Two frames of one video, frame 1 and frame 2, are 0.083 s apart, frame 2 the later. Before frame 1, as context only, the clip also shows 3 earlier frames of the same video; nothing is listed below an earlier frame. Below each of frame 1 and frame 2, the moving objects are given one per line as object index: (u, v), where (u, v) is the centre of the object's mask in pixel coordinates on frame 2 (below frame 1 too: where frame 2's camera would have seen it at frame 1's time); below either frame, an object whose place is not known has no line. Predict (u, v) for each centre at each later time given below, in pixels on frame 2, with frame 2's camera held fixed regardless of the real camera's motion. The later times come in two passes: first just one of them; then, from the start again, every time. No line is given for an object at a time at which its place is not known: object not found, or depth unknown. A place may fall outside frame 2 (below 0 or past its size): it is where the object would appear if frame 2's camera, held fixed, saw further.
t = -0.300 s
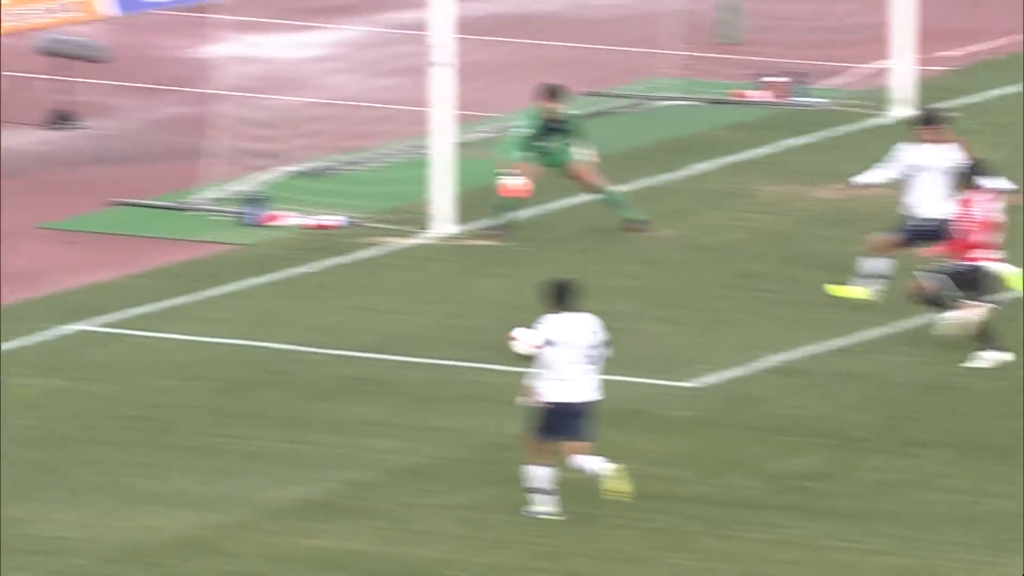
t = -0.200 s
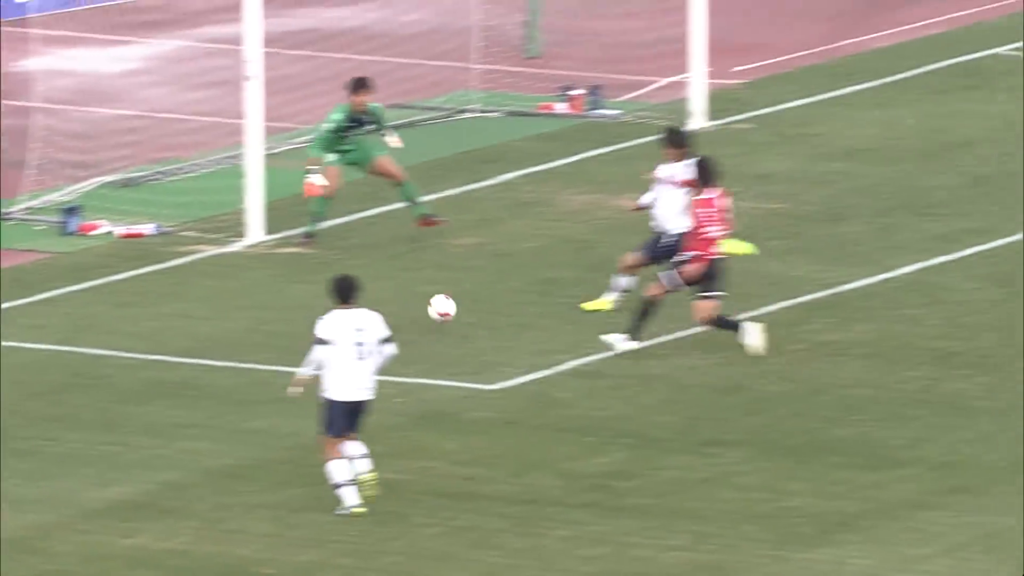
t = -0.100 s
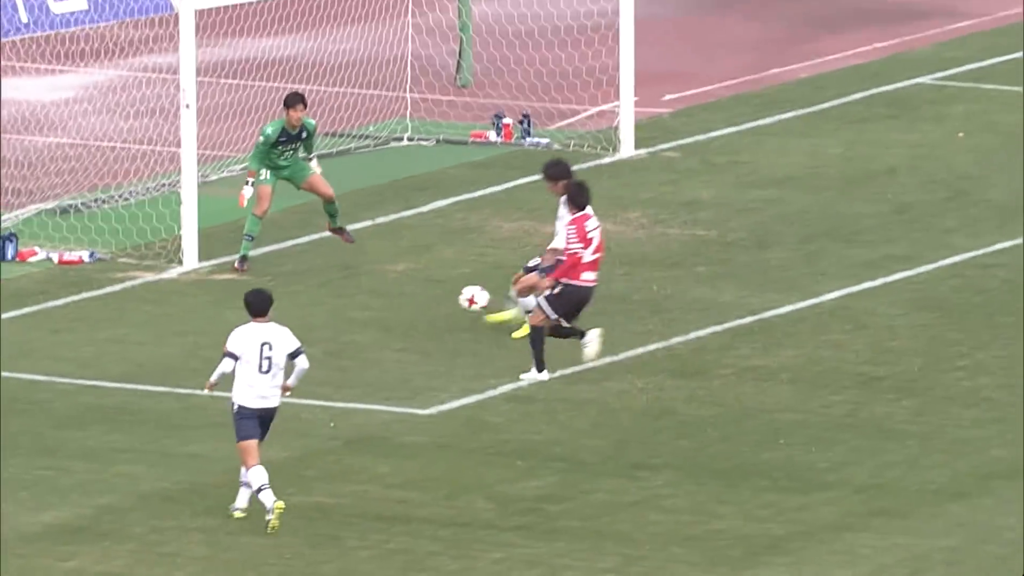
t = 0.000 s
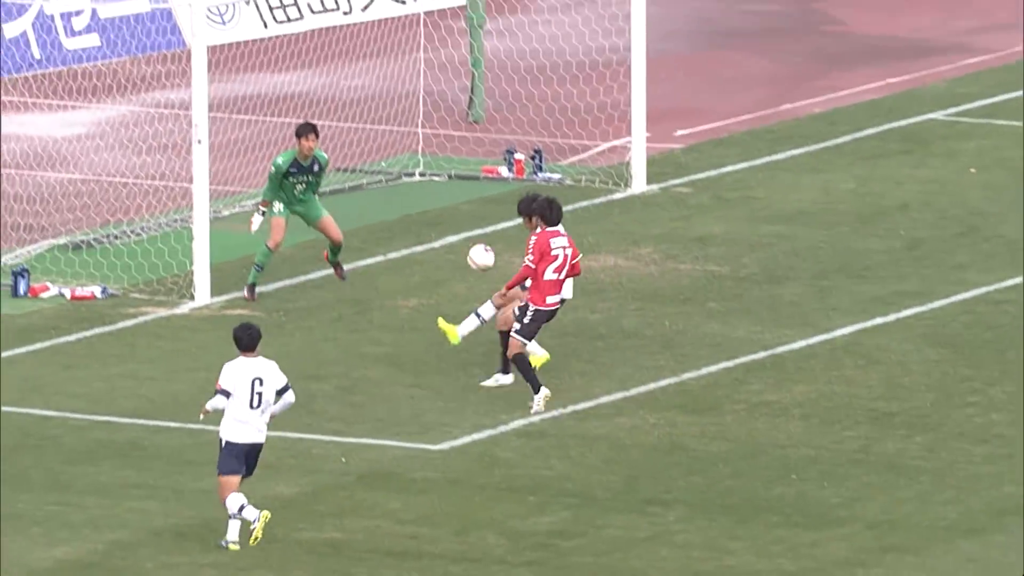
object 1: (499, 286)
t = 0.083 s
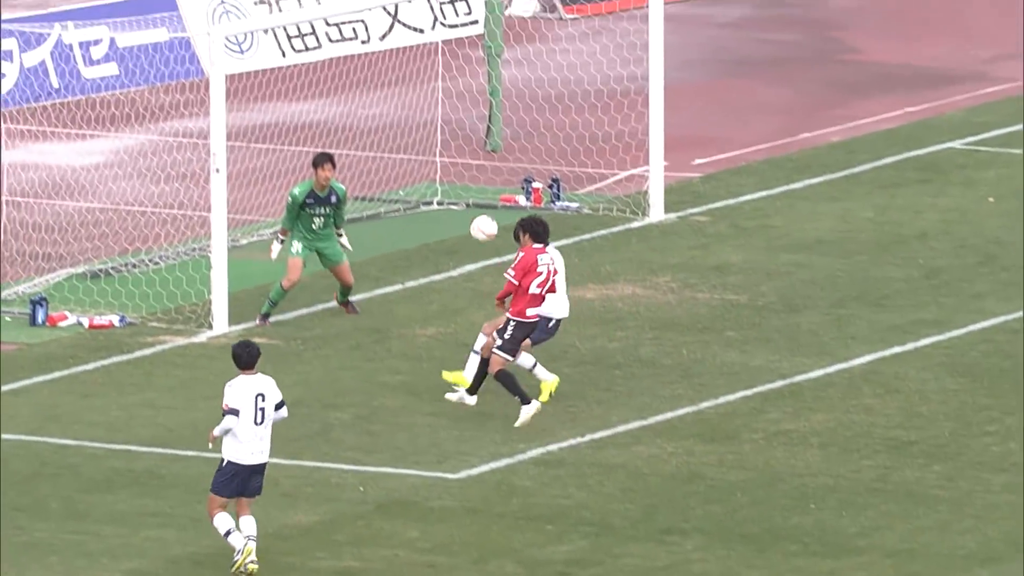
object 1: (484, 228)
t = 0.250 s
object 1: (465, 147)
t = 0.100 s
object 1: (481, 218)
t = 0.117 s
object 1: (479, 208)
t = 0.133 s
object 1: (477, 199)
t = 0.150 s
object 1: (475, 190)
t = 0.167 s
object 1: (473, 181)
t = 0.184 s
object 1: (472, 174)
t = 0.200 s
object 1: (469, 166)
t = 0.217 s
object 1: (468, 160)
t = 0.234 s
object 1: (466, 152)
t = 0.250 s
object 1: (465, 147)
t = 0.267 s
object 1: (463, 141)
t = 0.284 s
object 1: (462, 135)
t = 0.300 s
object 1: (460, 131)
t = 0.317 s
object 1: (459, 126)
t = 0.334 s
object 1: (458, 122)
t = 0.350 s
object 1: (458, 118)
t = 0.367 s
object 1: (456, 115)
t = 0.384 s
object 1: (456, 112)
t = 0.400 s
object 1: (455, 108)
